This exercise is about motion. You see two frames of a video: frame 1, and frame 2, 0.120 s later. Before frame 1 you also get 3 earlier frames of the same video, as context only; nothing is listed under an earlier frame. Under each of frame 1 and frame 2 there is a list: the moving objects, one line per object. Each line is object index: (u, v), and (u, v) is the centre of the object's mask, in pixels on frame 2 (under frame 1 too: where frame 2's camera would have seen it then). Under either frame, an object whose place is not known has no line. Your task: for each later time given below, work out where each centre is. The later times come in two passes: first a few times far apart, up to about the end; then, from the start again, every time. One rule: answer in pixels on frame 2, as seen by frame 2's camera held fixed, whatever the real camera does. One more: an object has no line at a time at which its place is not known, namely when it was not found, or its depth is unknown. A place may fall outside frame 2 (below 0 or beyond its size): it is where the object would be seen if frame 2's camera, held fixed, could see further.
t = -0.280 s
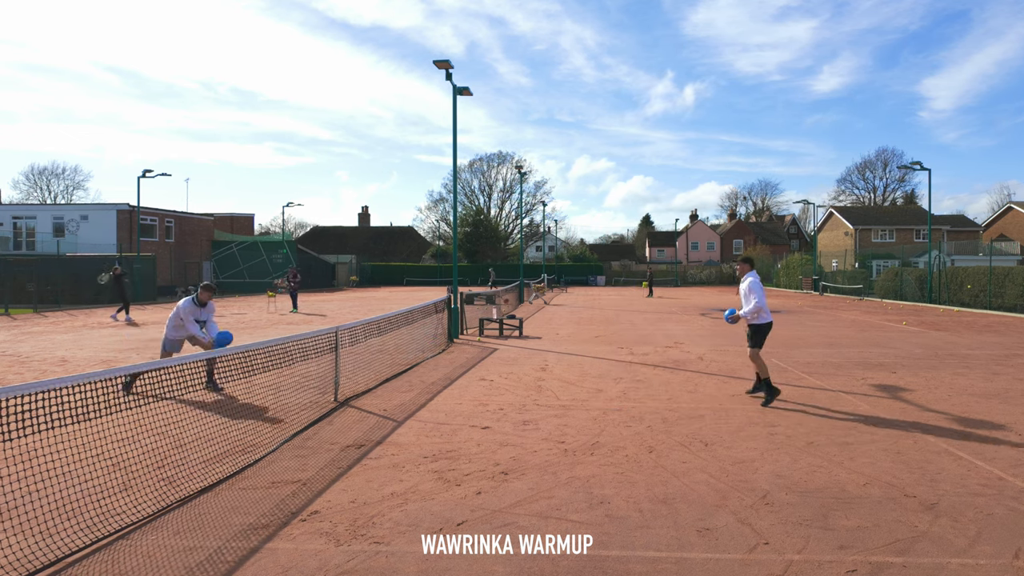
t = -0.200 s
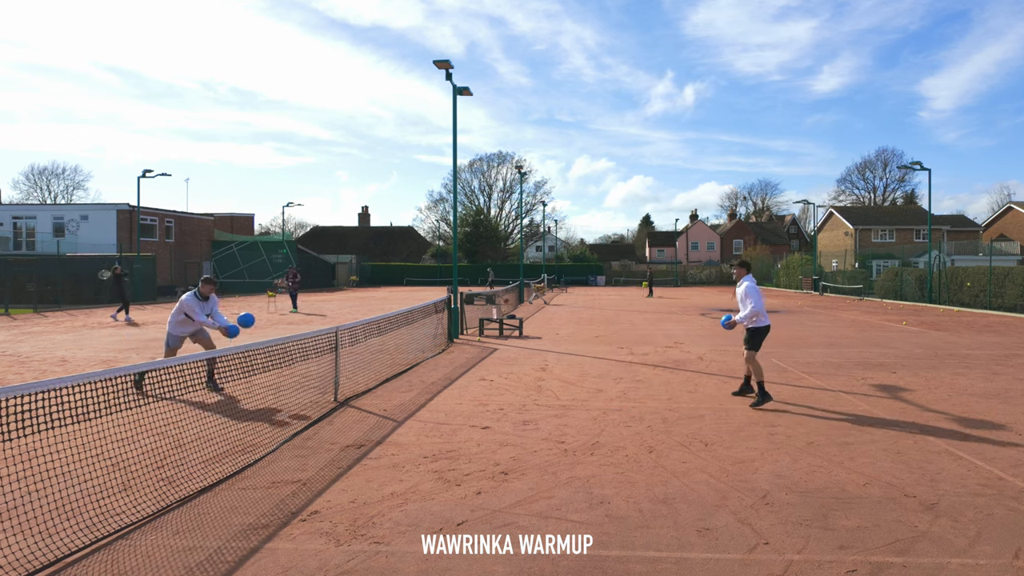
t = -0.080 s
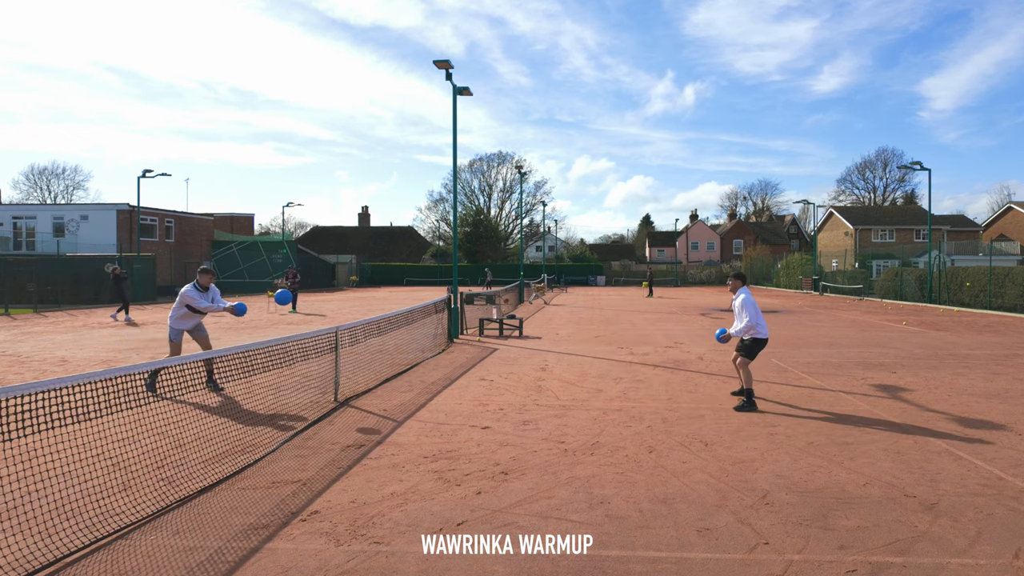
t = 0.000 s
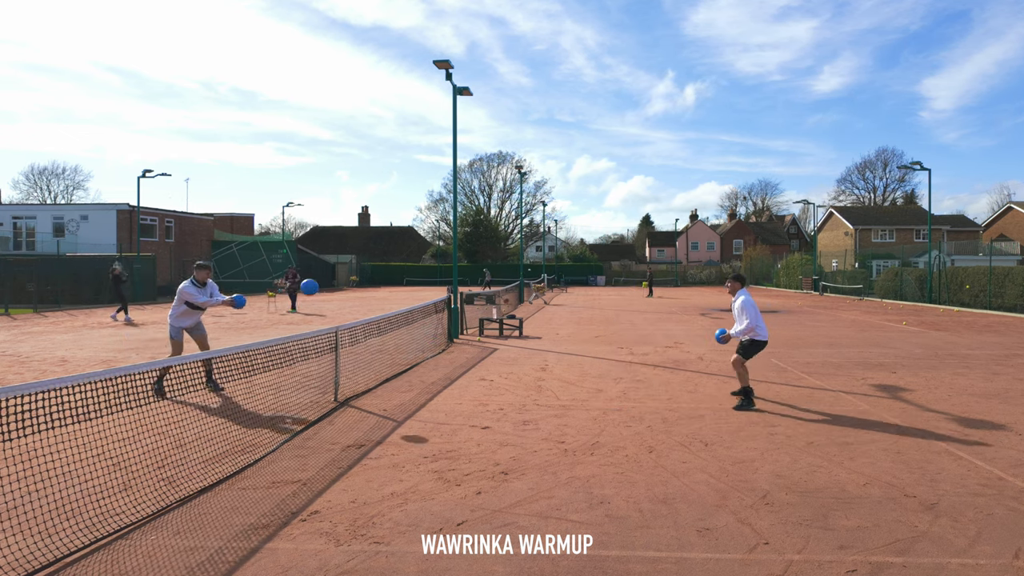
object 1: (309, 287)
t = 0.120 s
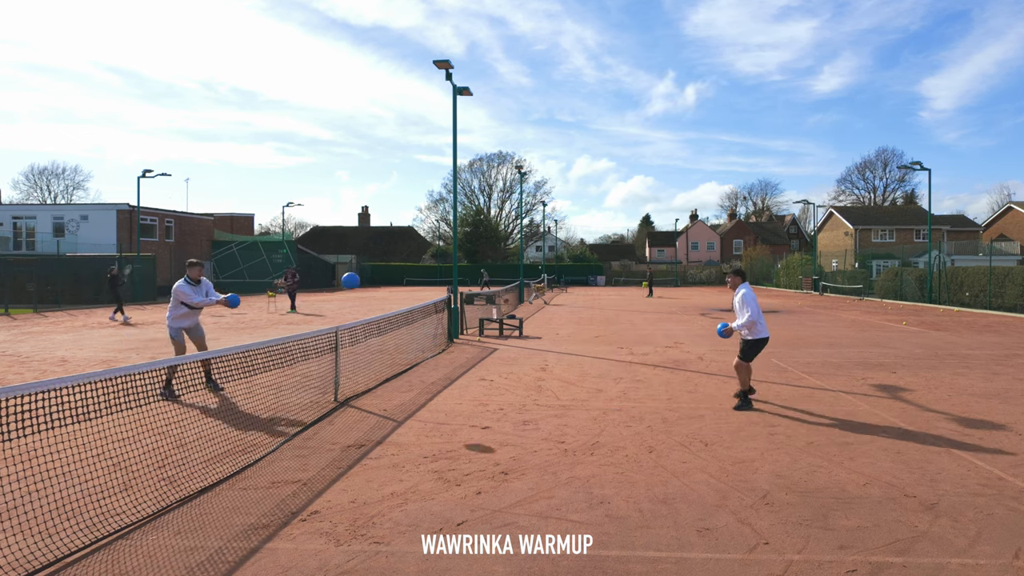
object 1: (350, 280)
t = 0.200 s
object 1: (379, 283)
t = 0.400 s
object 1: (457, 313)
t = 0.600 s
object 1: (540, 383)
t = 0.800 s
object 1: (612, 382)
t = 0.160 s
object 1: (365, 281)
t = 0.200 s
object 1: (379, 283)
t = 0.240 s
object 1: (394, 285)
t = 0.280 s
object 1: (410, 290)
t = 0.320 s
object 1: (425, 296)
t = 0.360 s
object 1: (441, 304)
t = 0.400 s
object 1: (457, 313)
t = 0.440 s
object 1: (473, 324)
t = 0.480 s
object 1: (490, 336)
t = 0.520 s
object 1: (506, 350)
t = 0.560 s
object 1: (523, 366)
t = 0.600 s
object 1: (540, 383)
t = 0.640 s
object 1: (558, 402)
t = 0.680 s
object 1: (574, 419)
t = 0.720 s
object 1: (586, 405)
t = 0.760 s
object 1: (599, 393)
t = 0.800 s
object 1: (612, 382)
